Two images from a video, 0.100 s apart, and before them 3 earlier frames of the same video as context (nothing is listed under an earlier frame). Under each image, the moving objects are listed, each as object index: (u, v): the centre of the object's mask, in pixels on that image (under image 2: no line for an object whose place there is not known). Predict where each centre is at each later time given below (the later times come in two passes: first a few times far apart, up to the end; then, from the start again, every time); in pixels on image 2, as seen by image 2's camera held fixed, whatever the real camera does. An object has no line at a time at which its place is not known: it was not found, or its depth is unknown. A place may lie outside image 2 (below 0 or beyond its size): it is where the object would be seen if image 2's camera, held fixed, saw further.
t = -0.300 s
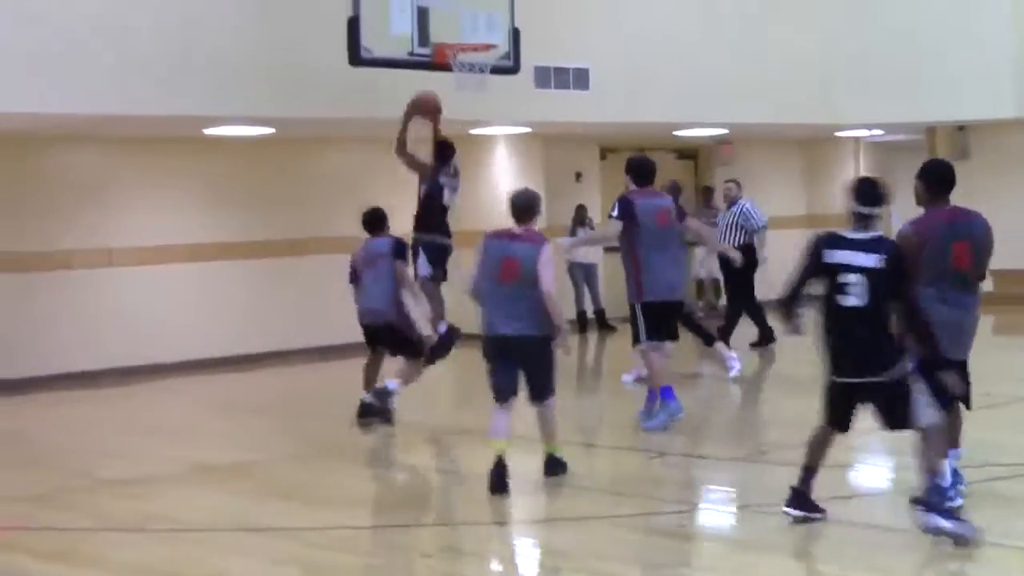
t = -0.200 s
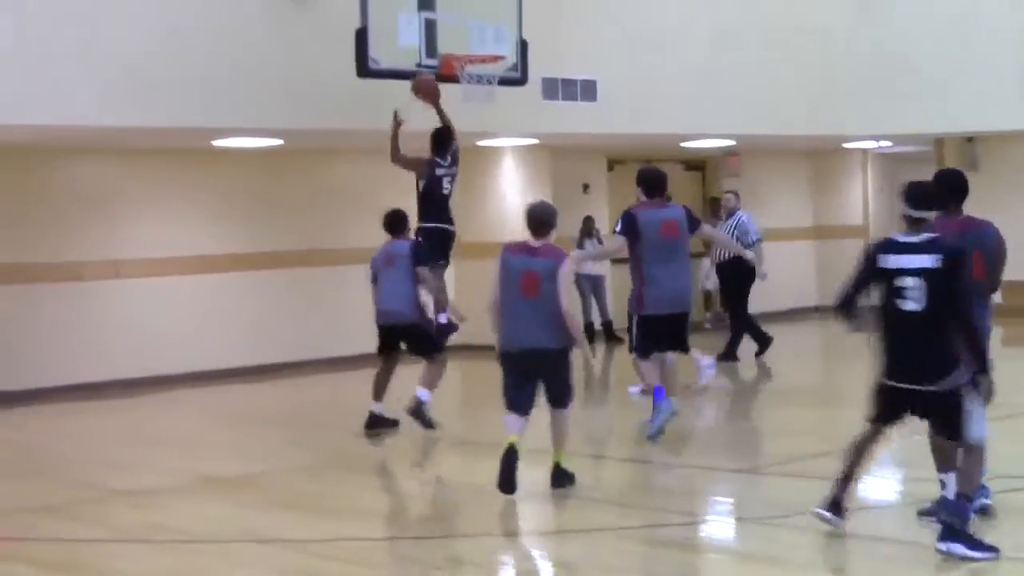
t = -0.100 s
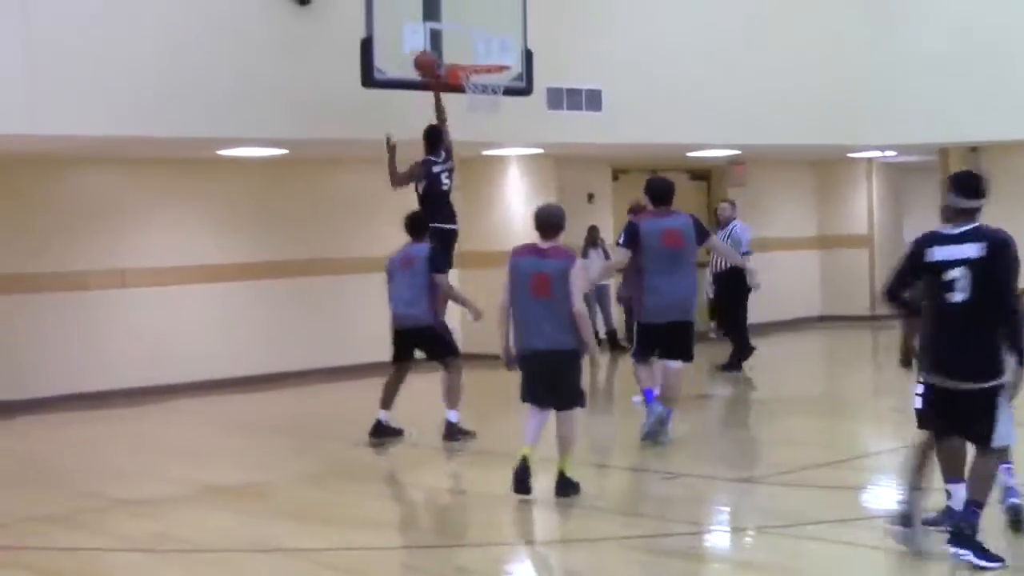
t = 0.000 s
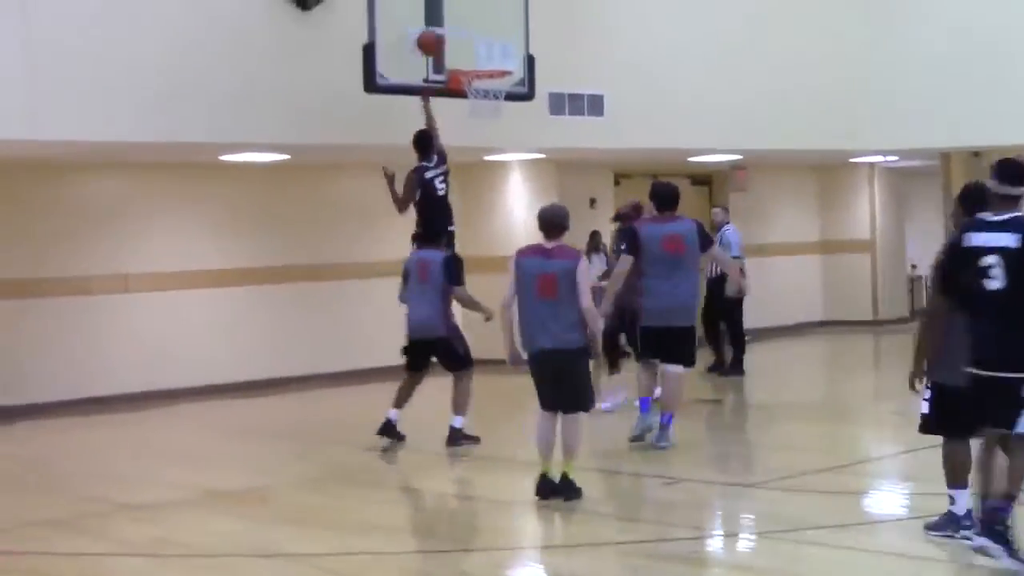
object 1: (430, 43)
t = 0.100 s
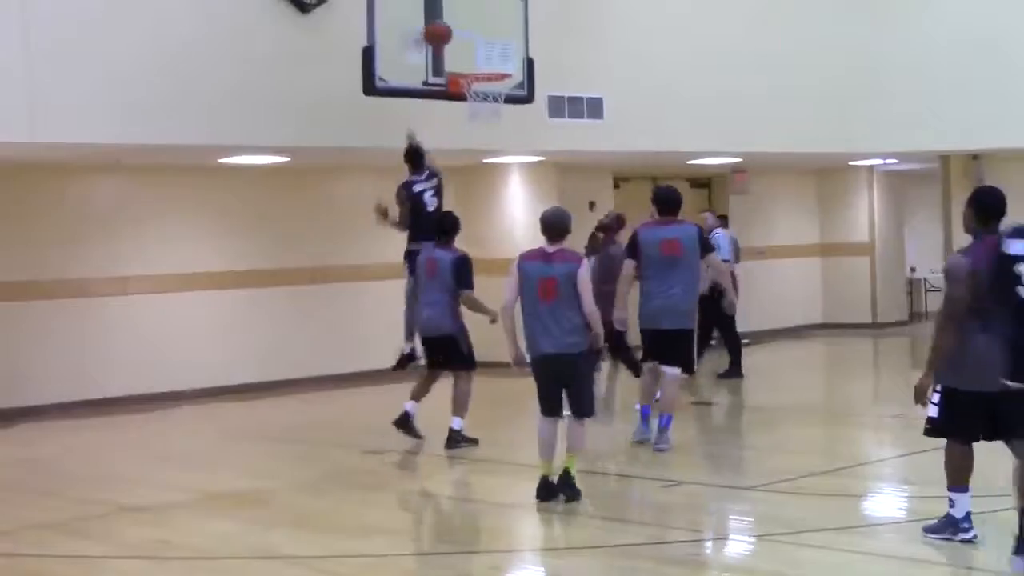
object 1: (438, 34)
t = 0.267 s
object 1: (463, 43)
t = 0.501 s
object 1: (499, 104)
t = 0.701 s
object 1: (493, 126)
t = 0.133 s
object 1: (442, 35)
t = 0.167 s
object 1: (448, 34)
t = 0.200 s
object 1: (453, 35)
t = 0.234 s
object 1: (458, 38)
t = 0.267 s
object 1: (463, 43)
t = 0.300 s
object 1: (468, 48)
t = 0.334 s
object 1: (474, 56)
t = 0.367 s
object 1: (479, 63)
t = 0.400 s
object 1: (484, 73)
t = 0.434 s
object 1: (491, 85)
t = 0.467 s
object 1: (495, 97)
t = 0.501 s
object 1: (499, 104)
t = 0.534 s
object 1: (497, 104)
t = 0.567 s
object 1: (498, 105)
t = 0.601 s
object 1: (496, 112)
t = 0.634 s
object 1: (495, 115)
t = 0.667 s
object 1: (494, 118)
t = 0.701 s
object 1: (493, 126)
